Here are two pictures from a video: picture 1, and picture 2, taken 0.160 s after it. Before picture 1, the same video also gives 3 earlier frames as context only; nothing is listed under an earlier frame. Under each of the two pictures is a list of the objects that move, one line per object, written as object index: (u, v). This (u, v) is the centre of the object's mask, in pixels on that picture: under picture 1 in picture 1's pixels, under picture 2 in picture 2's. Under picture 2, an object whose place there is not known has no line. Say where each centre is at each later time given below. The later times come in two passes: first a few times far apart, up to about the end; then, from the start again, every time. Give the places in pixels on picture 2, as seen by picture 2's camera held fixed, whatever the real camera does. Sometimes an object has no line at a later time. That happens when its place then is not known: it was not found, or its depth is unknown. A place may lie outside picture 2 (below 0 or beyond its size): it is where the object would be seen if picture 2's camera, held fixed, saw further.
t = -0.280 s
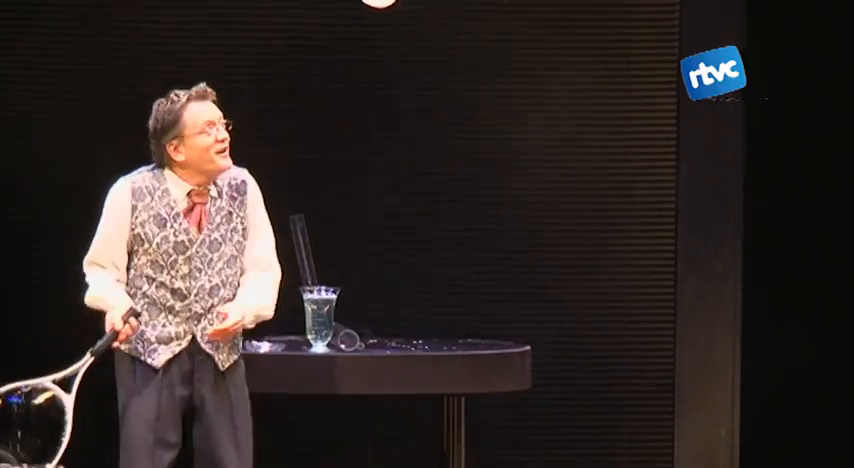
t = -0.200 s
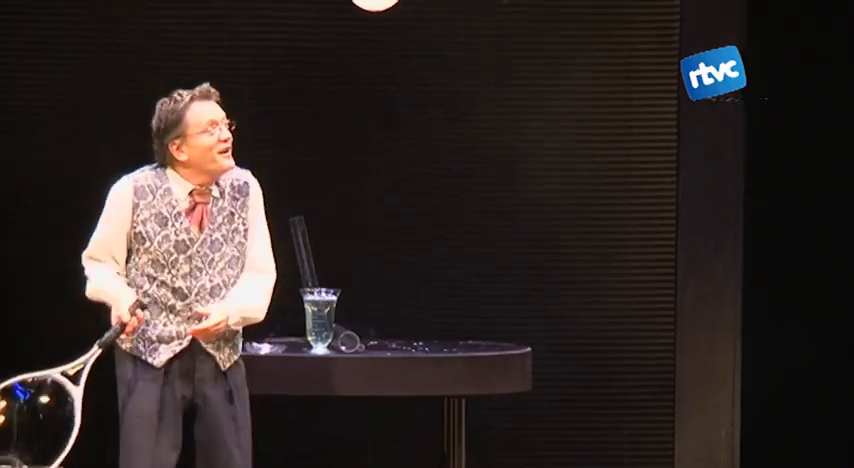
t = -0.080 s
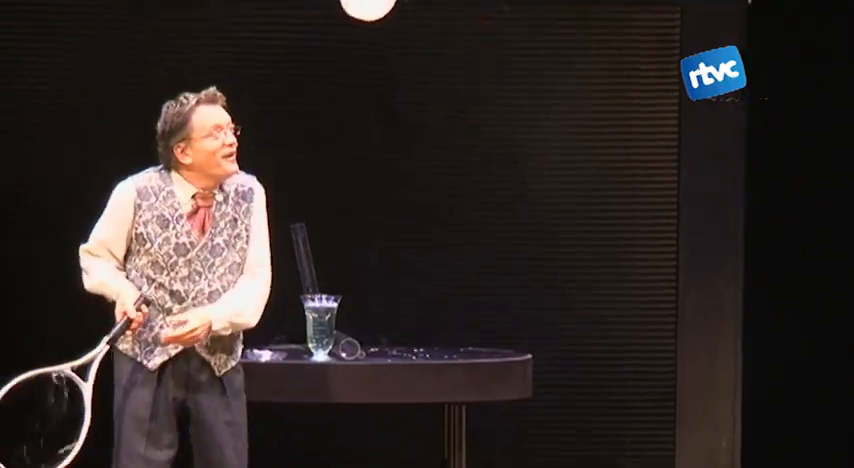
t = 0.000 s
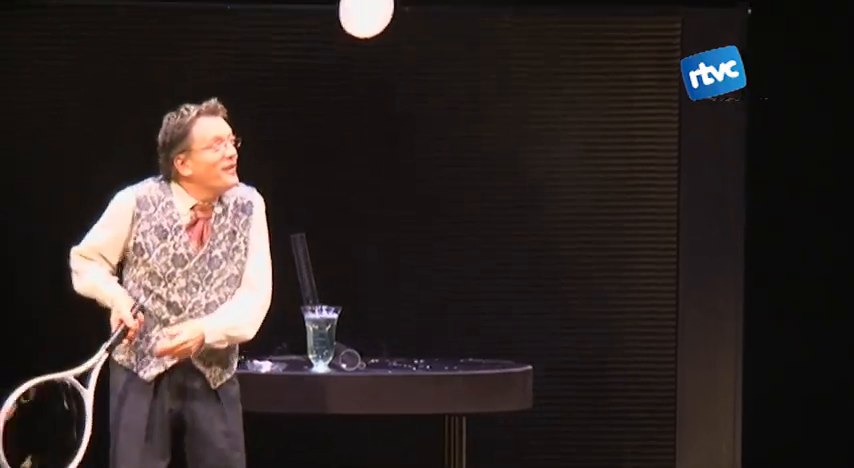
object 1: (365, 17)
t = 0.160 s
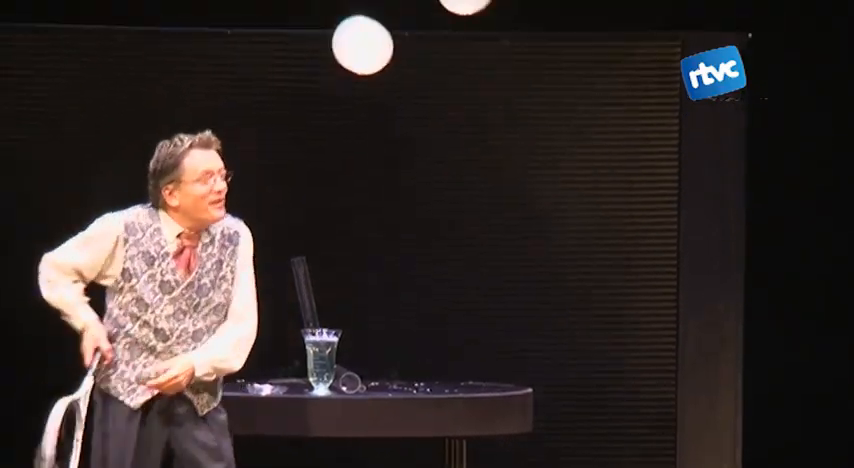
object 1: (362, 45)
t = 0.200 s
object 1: (361, 49)
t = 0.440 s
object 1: (359, 78)
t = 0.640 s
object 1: (362, 106)
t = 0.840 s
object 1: (368, 137)
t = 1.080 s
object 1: (376, 176)
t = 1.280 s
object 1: (387, 211)
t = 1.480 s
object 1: (399, 247)
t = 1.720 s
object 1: (417, 291)
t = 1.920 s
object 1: (433, 330)
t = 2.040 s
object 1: (440, 353)
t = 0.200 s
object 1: (361, 49)
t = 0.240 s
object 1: (359, 53)
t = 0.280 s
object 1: (358, 58)
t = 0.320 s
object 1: (359, 63)
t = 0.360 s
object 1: (359, 67)
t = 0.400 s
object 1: (359, 72)
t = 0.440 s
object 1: (359, 78)
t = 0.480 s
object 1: (360, 83)
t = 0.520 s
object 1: (361, 89)
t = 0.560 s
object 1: (362, 95)
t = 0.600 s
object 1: (362, 100)
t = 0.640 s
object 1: (362, 106)
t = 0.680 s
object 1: (364, 112)
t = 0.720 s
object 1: (365, 118)
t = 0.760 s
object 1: (365, 124)
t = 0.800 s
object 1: (366, 130)
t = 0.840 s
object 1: (368, 137)
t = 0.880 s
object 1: (368, 143)
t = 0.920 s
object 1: (370, 150)
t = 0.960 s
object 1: (371, 156)
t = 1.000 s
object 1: (373, 163)
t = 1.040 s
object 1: (375, 170)
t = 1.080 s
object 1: (376, 176)
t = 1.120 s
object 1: (377, 183)
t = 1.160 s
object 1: (380, 190)
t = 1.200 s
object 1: (382, 197)
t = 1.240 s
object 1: (385, 204)
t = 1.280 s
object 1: (387, 211)
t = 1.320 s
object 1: (389, 218)
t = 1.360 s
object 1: (391, 225)
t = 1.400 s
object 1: (394, 232)
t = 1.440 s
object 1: (397, 239)
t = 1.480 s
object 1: (399, 247)
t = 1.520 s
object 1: (402, 254)
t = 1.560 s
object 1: (406, 262)
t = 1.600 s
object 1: (409, 269)
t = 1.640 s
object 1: (411, 276)
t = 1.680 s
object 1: (415, 284)
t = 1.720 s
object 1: (417, 291)
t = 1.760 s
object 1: (421, 299)
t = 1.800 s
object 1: (424, 306)
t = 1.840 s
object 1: (426, 314)
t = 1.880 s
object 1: (430, 322)
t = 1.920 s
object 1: (433, 330)
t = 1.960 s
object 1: (436, 338)
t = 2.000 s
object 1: (437, 345)
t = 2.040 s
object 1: (440, 353)
